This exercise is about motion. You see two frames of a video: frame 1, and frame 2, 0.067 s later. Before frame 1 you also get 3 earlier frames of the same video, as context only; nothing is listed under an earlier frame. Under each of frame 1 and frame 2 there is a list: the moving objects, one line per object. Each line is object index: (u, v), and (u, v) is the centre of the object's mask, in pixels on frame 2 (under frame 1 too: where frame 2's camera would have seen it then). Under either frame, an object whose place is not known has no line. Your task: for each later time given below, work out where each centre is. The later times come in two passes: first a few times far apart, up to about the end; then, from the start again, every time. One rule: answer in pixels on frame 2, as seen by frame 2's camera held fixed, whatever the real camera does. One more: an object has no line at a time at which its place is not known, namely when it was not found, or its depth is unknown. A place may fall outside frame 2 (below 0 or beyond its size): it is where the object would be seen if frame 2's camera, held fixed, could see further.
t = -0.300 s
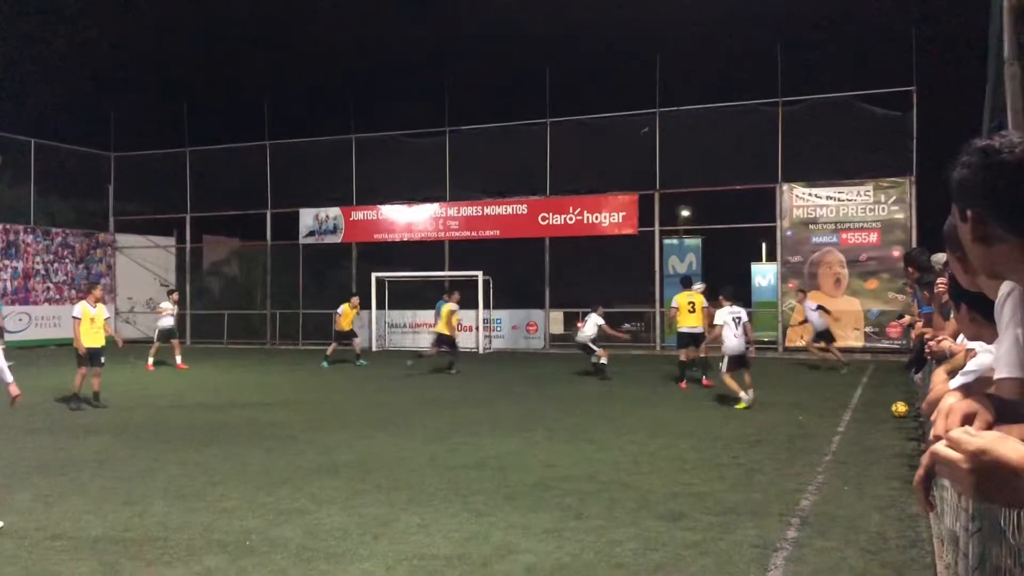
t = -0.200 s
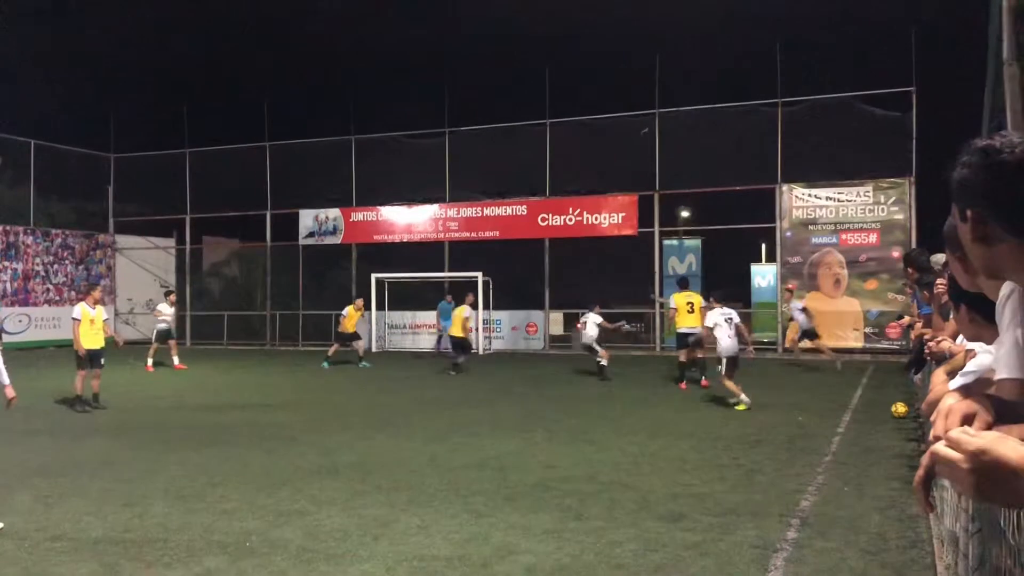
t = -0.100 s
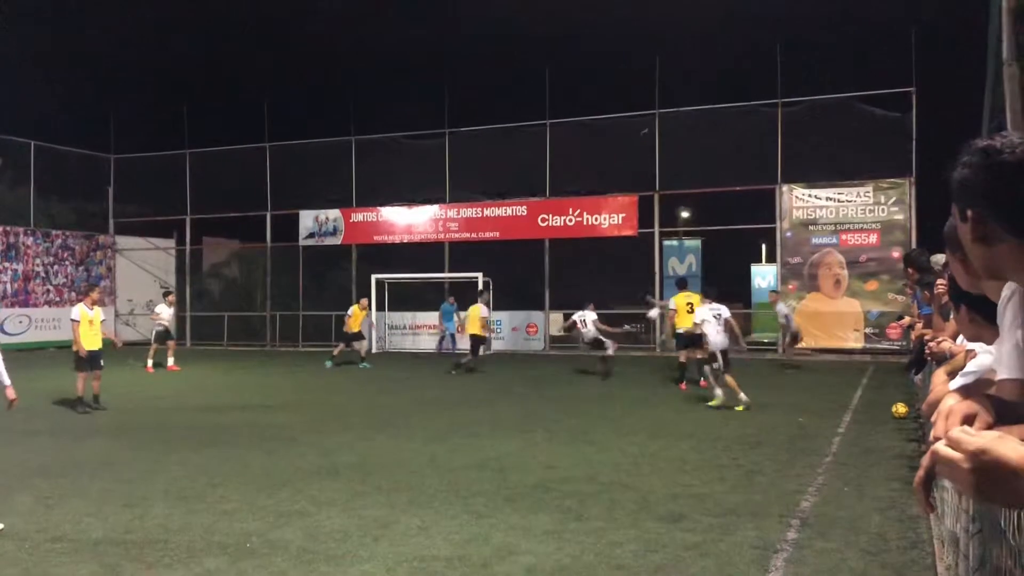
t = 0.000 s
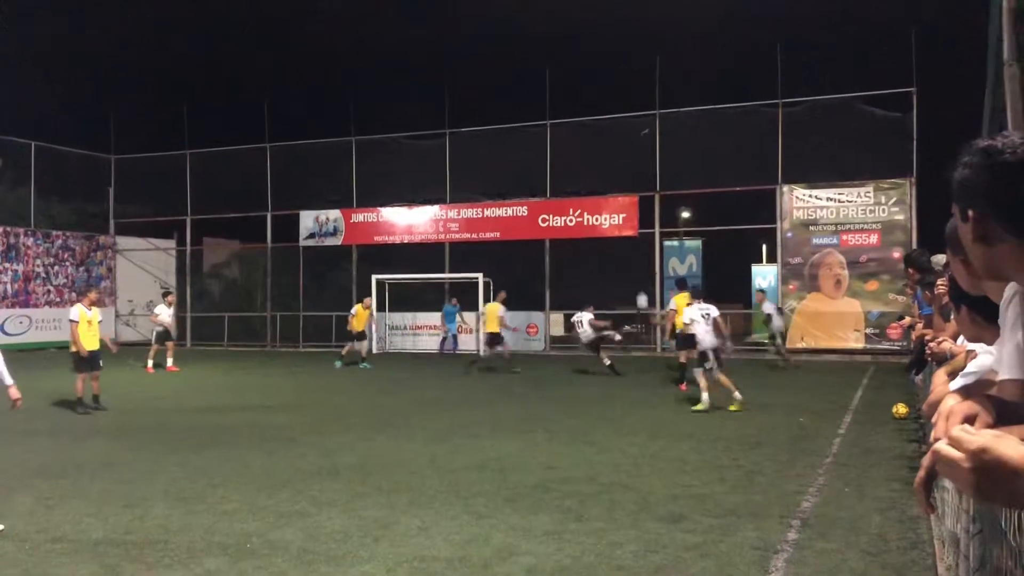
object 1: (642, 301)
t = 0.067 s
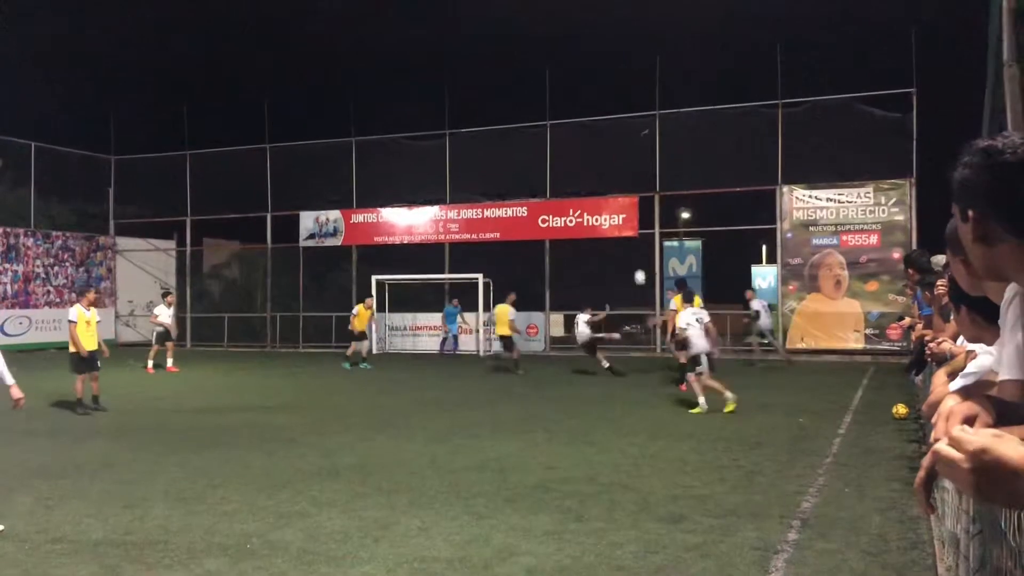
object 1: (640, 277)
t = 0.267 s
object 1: (634, 214)
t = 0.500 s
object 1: (625, 165)
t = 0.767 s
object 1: (613, 146)
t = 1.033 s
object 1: (596, 183)
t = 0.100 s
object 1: (639, 265)
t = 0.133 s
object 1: (637, 255)
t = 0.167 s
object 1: (637, 244)
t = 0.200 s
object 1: (636, 234)
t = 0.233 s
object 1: (635, 224)
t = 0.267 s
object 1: (634, 214)
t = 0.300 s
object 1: (633, 205)
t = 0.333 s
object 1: (632, 197)
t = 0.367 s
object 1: (630, 189)
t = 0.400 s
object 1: (629, 183)
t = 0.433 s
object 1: (627, 176)
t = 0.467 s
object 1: (626, 170)
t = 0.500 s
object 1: (625, 165)
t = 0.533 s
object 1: (624, 160)
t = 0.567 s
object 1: (622, 156)
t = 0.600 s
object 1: (621, 152)
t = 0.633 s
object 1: (619, 149)
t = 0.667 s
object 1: (618, 147)
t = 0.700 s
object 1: (616, 146)
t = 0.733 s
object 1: (615, 145)
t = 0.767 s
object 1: (613, 146)
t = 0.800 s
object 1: (611, 147)
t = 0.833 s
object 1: (609, 149)
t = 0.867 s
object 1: (607, 152)
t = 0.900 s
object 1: (605, 156)
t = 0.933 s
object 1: (603, 161)
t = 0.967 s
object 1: (601, 167)
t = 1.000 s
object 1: (598, 174)
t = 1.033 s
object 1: (596, 183)
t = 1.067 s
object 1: (593, 192)
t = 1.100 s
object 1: (591, 202)
